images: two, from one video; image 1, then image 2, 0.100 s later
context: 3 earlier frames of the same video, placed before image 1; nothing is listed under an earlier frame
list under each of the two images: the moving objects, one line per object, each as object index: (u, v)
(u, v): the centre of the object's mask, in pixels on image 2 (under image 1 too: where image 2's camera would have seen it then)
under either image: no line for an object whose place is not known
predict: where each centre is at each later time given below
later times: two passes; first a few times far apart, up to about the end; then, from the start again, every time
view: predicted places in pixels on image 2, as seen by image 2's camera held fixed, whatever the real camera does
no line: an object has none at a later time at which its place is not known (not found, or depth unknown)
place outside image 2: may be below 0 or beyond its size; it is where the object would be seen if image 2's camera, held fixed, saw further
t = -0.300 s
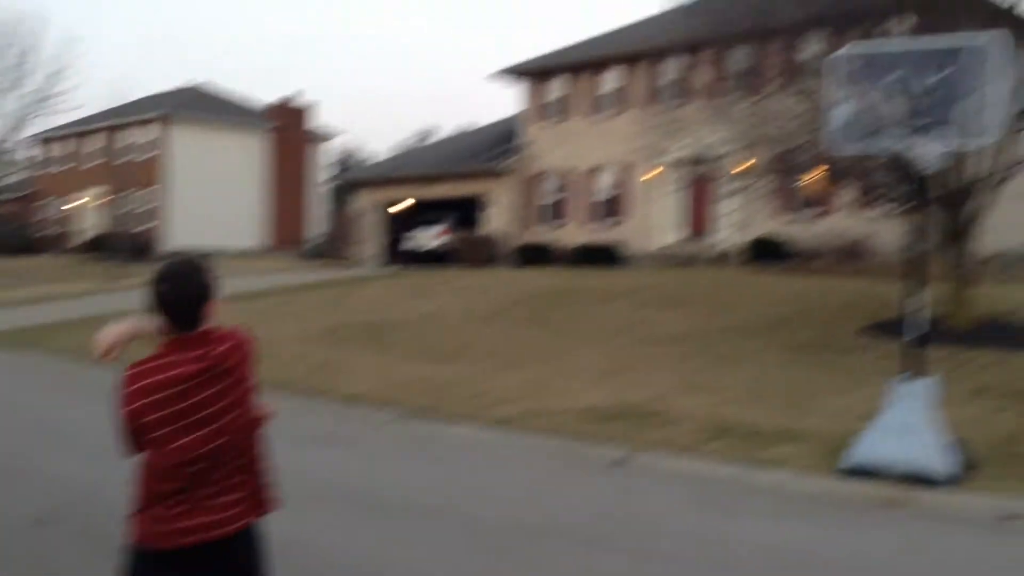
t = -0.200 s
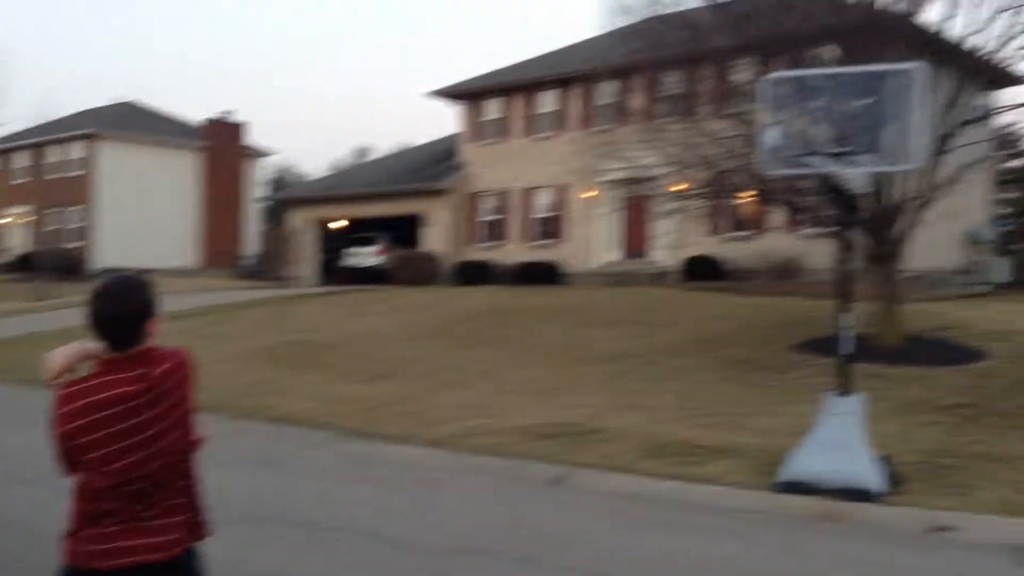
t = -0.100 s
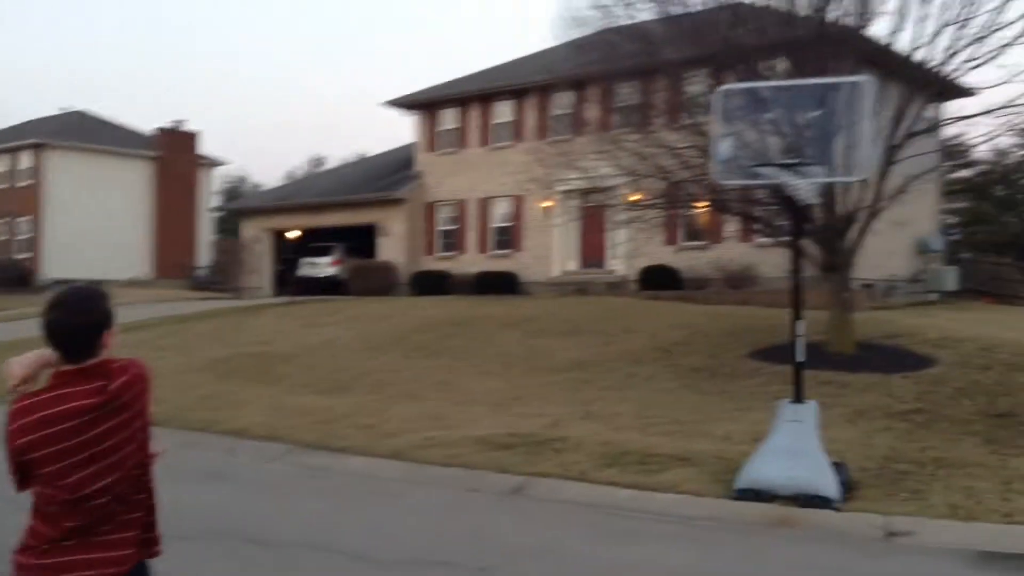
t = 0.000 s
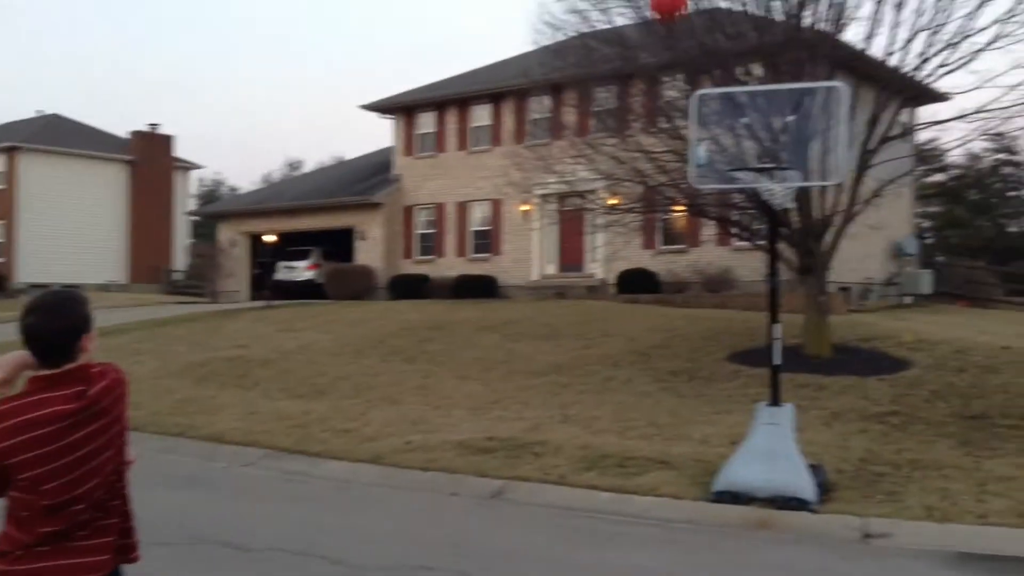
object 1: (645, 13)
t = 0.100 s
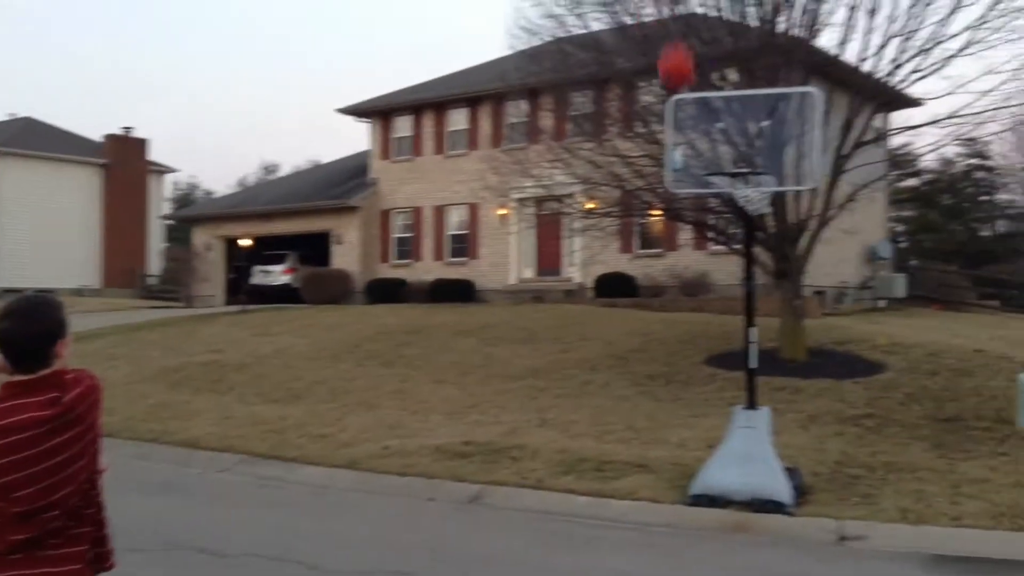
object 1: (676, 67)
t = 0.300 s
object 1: (729, 210)
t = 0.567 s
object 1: (795, 435)
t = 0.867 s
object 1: (828, 373)
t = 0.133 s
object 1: (685, 87)
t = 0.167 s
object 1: (696, 114)
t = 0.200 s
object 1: (703, 135)
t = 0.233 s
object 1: (713, 159)
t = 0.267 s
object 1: (720, 182)
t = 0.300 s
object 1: (729, 210)
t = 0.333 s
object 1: (737, 235)
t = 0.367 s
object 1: (747, 261)
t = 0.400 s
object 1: (757, 290)
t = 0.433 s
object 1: (764, 316)
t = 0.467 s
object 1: (772, 346)
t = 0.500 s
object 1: (779, 372)
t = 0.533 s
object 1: (788, 406)
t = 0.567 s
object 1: (795, 435)
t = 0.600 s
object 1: (804, 468)
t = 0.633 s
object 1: (810, 493)
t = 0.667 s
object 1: (813, 483)
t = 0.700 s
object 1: (815, 460)
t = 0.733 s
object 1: (818, 439)
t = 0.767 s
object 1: (820, 423)
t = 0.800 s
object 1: (823, 404)
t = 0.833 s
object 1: (826, 388)
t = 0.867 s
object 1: (828, 373)
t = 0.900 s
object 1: (831, 363)
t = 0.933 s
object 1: (833, 353)
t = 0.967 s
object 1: (837, 339)
